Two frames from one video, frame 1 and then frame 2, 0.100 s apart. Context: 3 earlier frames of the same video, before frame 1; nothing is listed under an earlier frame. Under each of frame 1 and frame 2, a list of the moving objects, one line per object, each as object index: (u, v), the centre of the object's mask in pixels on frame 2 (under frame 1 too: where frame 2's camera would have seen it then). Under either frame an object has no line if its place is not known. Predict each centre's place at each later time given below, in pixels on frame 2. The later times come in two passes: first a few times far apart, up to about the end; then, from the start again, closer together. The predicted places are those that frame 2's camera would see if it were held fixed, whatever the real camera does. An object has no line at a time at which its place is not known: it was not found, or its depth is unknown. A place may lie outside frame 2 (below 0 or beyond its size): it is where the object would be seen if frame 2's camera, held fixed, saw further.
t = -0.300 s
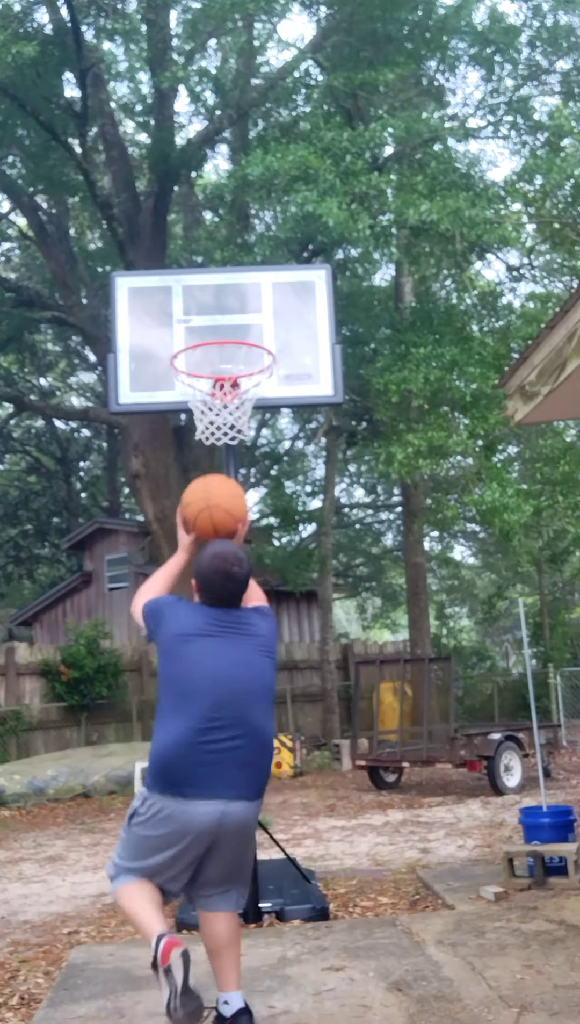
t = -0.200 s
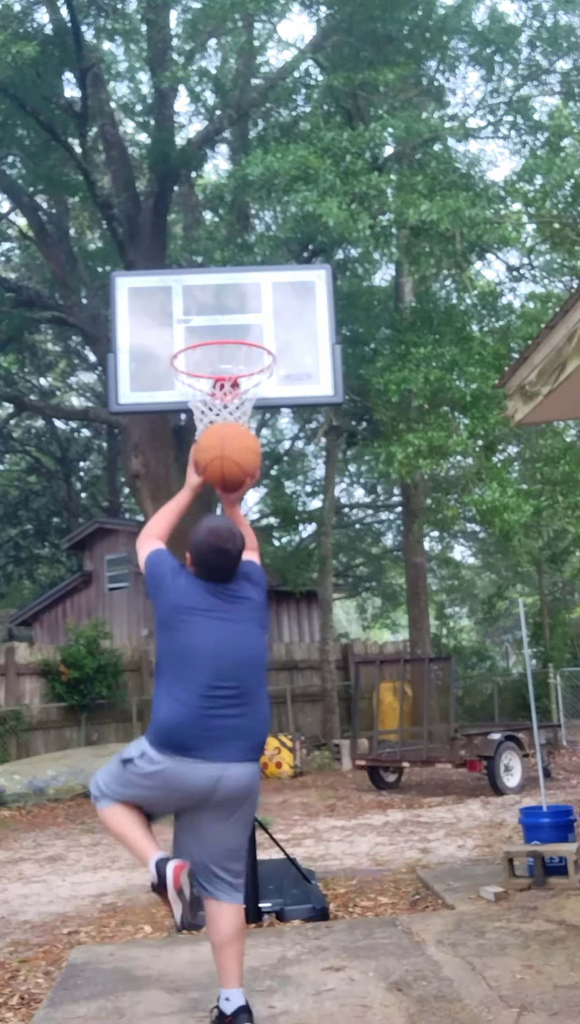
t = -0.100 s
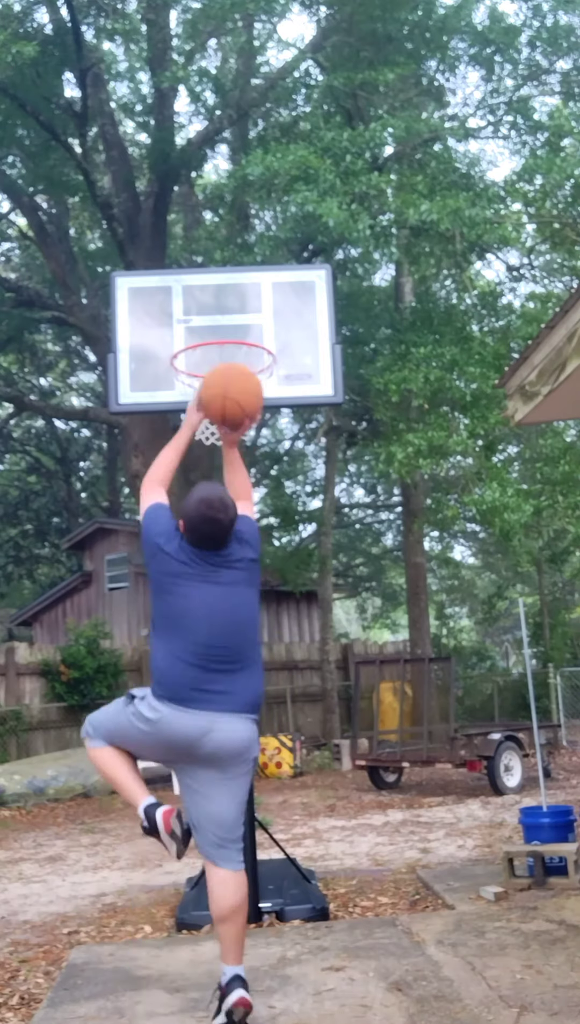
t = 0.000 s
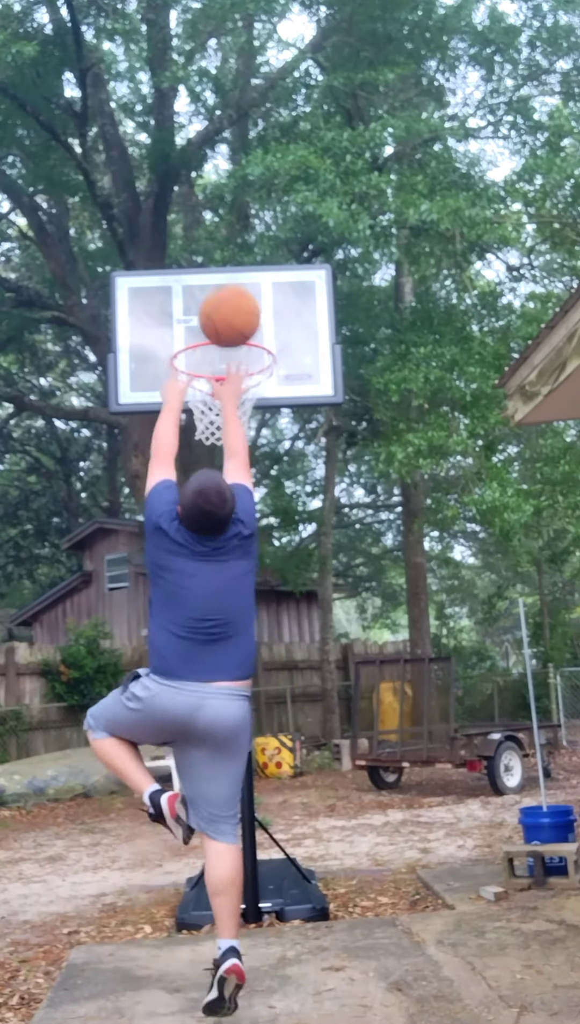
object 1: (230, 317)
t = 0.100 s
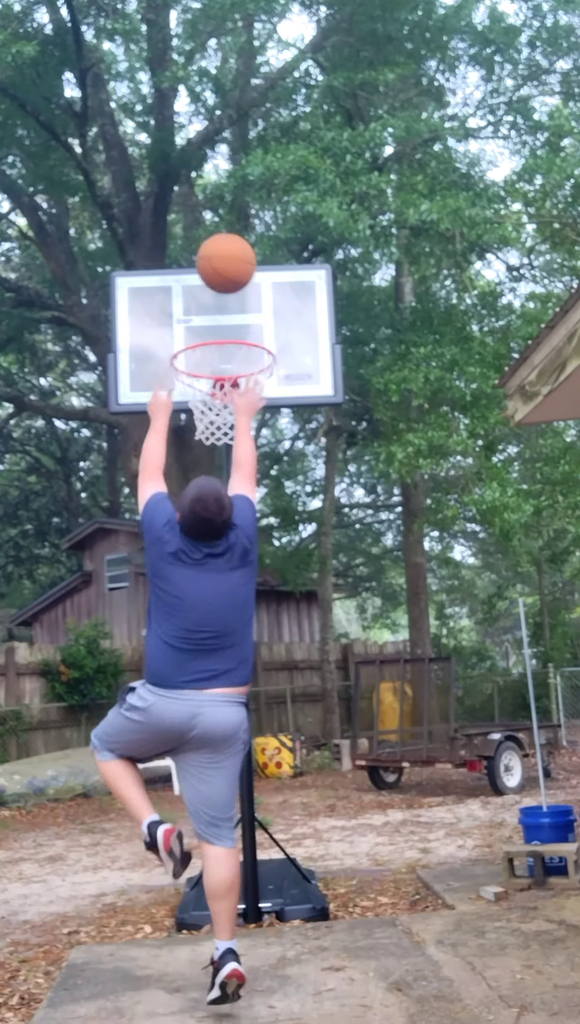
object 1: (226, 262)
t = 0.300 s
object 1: (224, 236)
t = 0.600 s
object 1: (227, 315)
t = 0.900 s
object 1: (226, 433)
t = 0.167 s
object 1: (225, 243)
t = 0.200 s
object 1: (225, 238)
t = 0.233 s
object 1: (224, 235)
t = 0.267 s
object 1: (224, 235)
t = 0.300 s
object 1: (224, 236)
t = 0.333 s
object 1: (224, 238)
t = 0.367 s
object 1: (224, 244)
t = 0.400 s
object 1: (225, 251)
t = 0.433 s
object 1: (226, 260)
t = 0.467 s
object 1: (226, 272)
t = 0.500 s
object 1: (227, 286)
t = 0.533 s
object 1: (228, 301)
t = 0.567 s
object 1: (228, 308)
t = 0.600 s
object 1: (227, 315)
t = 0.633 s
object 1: (226, 321)
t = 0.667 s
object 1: (226, 333)
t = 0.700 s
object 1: (225, 347)
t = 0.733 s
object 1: (225, 363)
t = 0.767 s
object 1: (225, 379)
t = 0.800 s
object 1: (225, 399)
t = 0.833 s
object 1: (226, 413)
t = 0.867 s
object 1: (226, 423)
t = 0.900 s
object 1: (226, 433)
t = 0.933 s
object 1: (227, 443)
